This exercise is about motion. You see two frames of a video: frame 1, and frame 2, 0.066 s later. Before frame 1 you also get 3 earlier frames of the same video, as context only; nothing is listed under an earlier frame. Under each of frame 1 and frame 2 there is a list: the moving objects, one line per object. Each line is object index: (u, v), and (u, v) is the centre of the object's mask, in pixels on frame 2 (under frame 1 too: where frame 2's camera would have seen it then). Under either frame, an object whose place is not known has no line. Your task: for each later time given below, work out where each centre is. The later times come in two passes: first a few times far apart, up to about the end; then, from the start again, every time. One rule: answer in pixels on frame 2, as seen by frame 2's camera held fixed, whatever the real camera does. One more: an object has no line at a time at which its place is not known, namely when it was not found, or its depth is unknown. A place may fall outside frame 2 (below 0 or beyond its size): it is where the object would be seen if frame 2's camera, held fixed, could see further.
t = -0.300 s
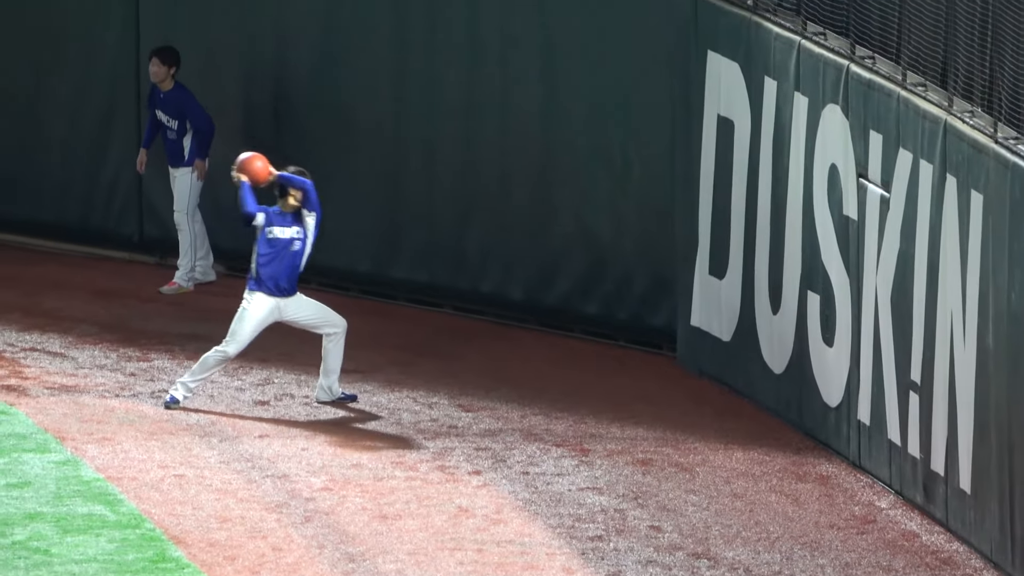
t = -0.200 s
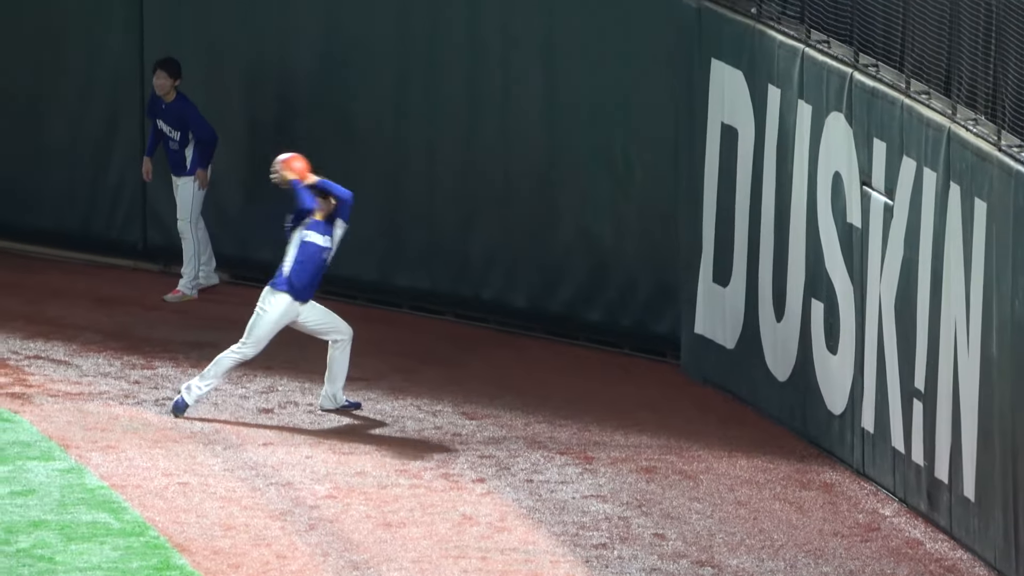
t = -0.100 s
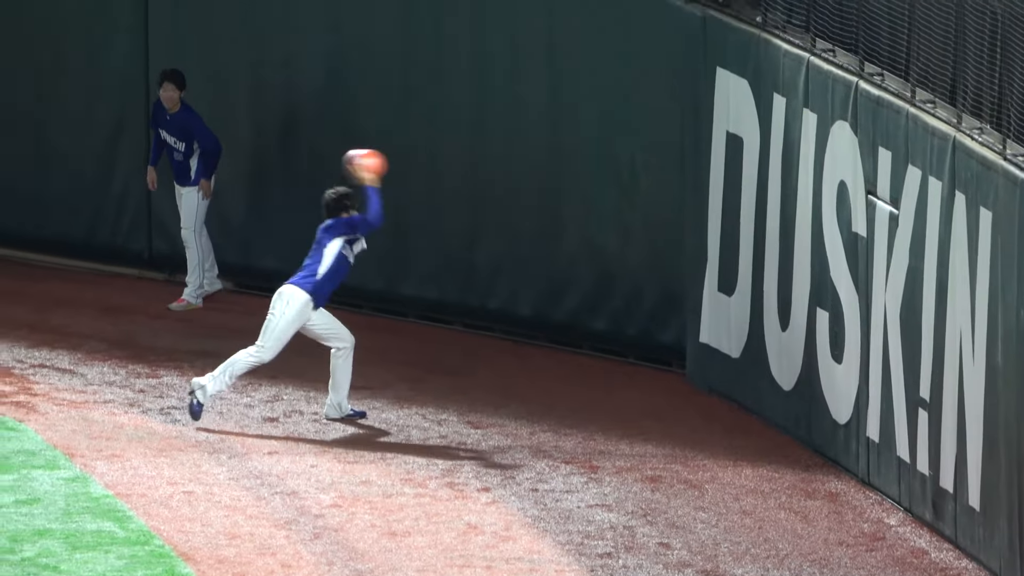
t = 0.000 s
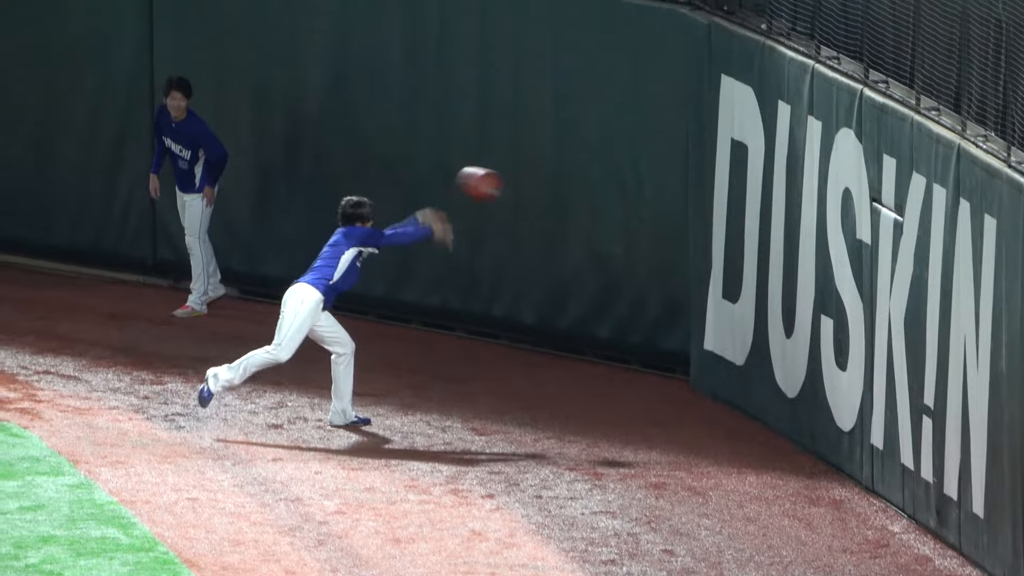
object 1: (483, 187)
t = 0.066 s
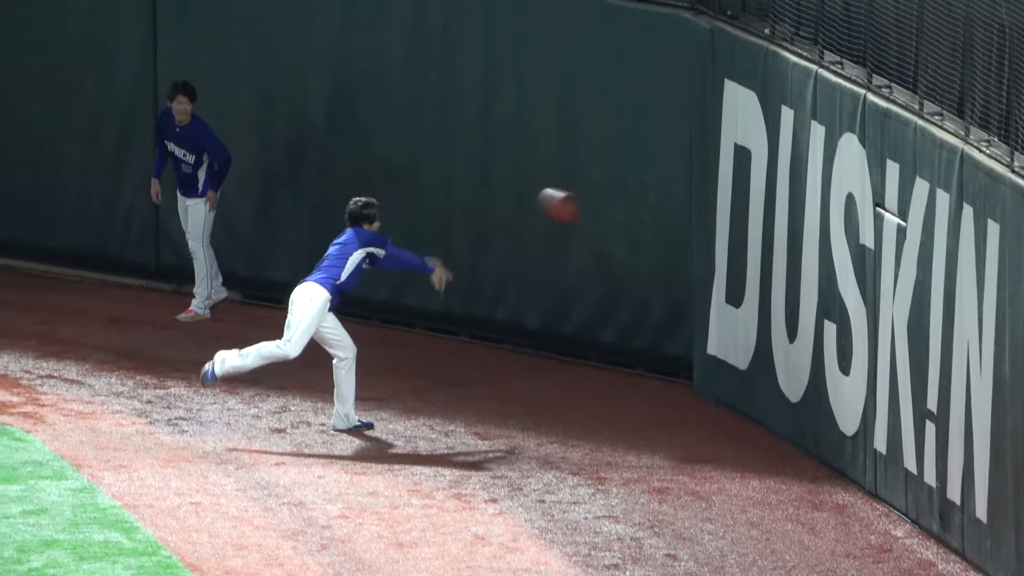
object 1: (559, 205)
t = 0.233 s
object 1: (718, 273)
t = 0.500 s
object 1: (614, 404)
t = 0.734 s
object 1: (545, 370)
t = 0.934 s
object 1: (487, 397)
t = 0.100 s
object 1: (596, 216)
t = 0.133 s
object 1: (634, 229)
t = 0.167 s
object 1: (674, 244)
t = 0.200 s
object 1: (712, 259)
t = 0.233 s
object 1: (718, 273)
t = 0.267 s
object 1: (704, 284)
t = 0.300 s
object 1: (690, 297)
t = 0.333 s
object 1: (678, 311)
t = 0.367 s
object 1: (667, 327)
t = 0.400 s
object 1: (654, 343)
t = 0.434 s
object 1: (641, 362)
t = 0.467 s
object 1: (627, 383)
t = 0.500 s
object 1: (614, 404)
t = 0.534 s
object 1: (603, 398)
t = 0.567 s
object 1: (593, 390)
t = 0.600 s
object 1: (583, 384)
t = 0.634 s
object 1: (573, 378)
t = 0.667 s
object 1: (565, 374)
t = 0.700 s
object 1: (556, 372)
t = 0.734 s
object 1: (545, 370)
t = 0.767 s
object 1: (538, 370)
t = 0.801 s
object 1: (527, 372)
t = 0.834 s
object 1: (517, 376)
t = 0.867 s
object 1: (507, 381)
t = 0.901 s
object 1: (497, 388)
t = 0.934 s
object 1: (487, 397)
